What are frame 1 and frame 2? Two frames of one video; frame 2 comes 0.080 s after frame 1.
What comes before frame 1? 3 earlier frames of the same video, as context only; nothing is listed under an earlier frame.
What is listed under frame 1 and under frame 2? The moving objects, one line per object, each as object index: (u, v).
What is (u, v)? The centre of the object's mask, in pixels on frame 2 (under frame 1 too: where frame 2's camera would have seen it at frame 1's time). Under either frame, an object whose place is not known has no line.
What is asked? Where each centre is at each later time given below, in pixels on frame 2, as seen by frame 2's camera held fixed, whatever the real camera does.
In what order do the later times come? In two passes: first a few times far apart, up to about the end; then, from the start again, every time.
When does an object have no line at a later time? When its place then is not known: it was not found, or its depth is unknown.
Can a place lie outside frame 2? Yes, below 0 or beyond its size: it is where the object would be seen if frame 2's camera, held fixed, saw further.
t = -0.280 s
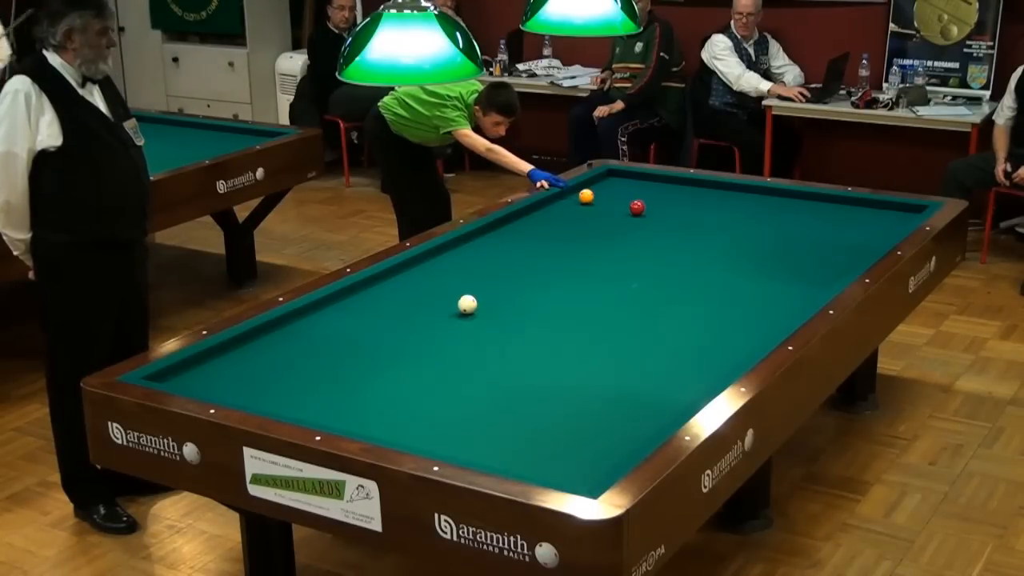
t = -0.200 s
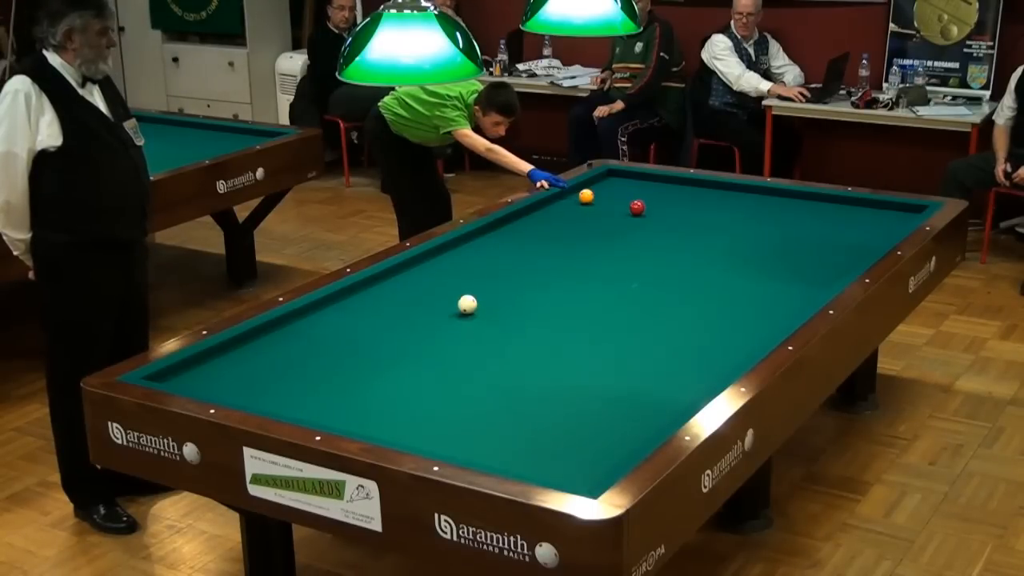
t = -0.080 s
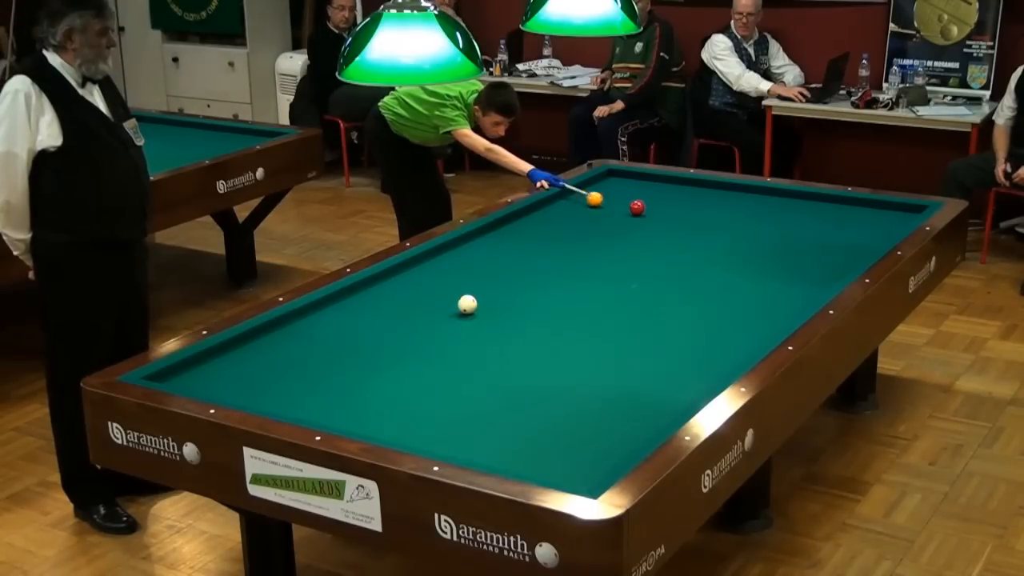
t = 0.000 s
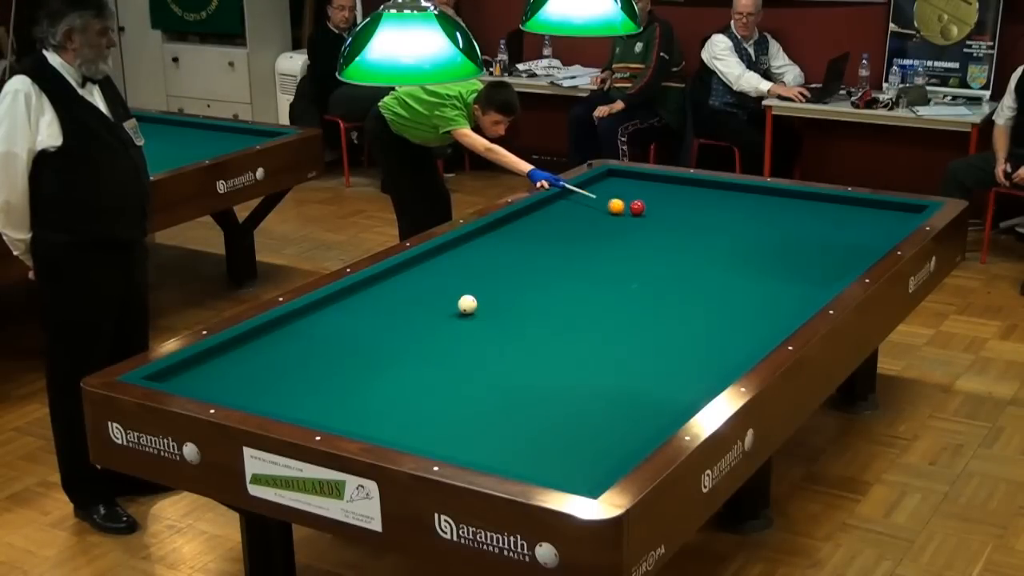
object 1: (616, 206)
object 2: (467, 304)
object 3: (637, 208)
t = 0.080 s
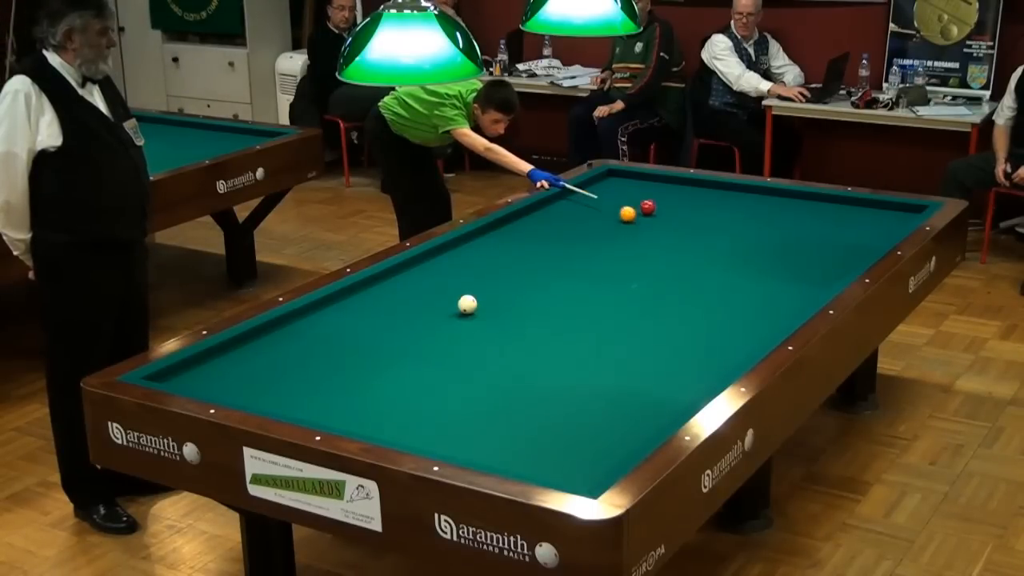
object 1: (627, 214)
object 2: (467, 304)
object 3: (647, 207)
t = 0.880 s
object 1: (761, 314)
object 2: (467, 304)
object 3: (750, 204)
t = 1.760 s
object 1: (527, 370)
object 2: (467, 304)
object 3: (850, 200)
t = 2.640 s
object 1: (288, 396)
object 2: (467, 304)
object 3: (902, 213)
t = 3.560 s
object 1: (276, 331)
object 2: (467, 304)
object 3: (882, 217)
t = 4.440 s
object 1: (407, 311)
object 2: (467, 304)
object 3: (854, 219)
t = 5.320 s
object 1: (467, 295)
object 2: (512, 303)
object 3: (835, 220)
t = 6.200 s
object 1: (491, 283)
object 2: (570, 302)
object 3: (825, 221)
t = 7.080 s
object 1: (508, 275)
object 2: (616, 301)
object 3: (822, 221)
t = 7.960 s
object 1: (517, 269)
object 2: (653, 301)
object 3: (822, 221)
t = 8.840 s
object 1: (522, 266)
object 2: (678, 301)
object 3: (822, 221)
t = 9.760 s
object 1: (523, 265)
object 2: (694, 301)
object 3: (822, 221)
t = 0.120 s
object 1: (632, 218)
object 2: (467, 304)
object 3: (654, 207)
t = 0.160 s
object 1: (638, 222)
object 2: (467, 304)
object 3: (660, 207)
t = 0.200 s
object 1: (643, 226)
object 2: (467, 304)
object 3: (665, 207)
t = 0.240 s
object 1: (649, 231)
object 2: (467, 304)
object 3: (670, 206)
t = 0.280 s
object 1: (655, 235)
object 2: (467, 304)
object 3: (675, 206)
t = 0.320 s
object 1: (661, 240)
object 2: (467, 304)
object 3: (680, 206)
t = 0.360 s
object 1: (667, 244)
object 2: (467, 304)
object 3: (685, 206)
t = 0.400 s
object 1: (673, 249)
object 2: (467, 304)
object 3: (690, 206)
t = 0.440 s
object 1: (679, 254)
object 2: (467, 304)
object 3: (695, 206)
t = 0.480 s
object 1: (686, 259)
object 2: (467, 304)
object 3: (700, 206)
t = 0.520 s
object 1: (693, 263)
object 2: (467, 304)
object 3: (705, 205)
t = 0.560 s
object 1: (700, 269)
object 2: (467, 304)
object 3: (710, 205)
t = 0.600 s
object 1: (707, 274)
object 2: (467, 304)
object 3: (715, 205)
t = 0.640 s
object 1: (714, 280)
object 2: (467, 304)
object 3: (720, 205)
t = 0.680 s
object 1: (721, 285)
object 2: (467, 304)
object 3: (725, 205)
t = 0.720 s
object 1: (729, 290)
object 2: (467, 304)
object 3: (730, 205)
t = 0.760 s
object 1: (737, 296)
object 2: (467, 304)
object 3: (735, 204)
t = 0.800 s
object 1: (745, 302)
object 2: (467, 304)
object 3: (740, 204)
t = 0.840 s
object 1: (753, 308)
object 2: (467, 304)
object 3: (745, 204)
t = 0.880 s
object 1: (761, 314)
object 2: (467, 304)
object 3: (750, 204)
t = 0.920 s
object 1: (769, 321)
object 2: (467, 304)
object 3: (755, 204)
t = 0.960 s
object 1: (774, 325)
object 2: (467, 304)
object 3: (759, 204)
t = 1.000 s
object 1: (760, 328)
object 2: (467, 304)
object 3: (764, 203)
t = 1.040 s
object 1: (746, 329)
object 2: (467, 304)
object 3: (769, 203)
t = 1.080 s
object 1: (732, 331)
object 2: (467, 304)
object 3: (773, 203)
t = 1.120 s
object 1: (720, 333)
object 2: (467, 304)
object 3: (778, 203)
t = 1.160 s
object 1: (708, 335)
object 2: (467, 304)
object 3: (783, 203)
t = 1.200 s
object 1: (696, 337)
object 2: (467, 304)
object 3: (787, 203)
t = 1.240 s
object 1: (685, 340)
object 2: (467, 304)
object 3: (792, 202)
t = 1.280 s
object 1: (673, 342)
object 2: (467, 304)
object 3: (797, 203)
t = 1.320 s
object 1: (661, 344)
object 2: (467, 304)
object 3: (801, 202)
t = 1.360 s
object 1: (649, 347)
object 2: (467, 304)
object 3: (806, 202)
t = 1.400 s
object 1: (637, 349)
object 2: (467, 304)
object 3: (810, 202)
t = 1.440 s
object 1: (626, 351)
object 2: (467, 304)
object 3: (815, 202)
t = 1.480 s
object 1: (613, 353)
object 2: (467, 304)
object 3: (819, 201)
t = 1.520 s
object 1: (602, 356)
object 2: (467, 304)
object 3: (824, 201)
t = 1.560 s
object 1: (589, 358)
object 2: (467, 304)
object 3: (828, 201)
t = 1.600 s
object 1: (577, 360)
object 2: (467, 304)
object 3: (832, 201)
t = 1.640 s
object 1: (565, 363)
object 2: (467, 304)
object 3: (837, 201)
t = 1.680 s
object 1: (552, 365)
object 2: (467, 304)
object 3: (841, 201)
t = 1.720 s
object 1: (540, 368)
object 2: (467, 304)
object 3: (846, 200)
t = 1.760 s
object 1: (527, 370)
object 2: (467, 304)
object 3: (850, 200)
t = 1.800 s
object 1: (514, 372)
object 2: (467, 304)
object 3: (854, 200)
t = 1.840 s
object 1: (502, 375)
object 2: (467, 304)
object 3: (856, 201)
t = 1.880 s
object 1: (489, 377)
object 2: (467, 304)
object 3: (859, 201)
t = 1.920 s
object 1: (476, 380)
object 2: (467, 304)
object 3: (861, 202)
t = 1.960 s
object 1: (463, 382)
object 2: (467, 304)
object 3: (863, 202)
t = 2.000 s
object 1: (450, 384)
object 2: (467, 304)
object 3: (866, 203)
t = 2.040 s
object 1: (437, 387)
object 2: (467, 304)
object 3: (868, 204)
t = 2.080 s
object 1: (424, 389)
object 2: (467, 304)
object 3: (870, 204)
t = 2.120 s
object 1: (411, 392)
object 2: (467, 304)
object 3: (873, 205)
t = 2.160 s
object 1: (398, 395)
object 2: (467, 304)
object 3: (875, 206)
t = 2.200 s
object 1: (385, 397)
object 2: (467, 304)
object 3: (877, 206)
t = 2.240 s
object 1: (371, 400)
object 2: (467, 304)
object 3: (880, 207)
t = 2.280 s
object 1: (358, 402)
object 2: (467, 304)
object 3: (882, 207)
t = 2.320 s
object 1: (344, 405)
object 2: (467, 304)
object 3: (884, 208)
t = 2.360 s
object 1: (331, 407)
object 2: (467, 304)
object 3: (886, 209)
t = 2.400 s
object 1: (317, 410)
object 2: (467, 304)
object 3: (888, 209)
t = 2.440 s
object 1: (303, 411)
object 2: (467, 304)
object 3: (891, 210)
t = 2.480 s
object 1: (295, 410)
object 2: (467, 304)
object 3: (893, 210)
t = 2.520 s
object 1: (294, 406)
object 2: (467, 304)
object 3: (895, 211)
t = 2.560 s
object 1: (293, 403)
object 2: (467, 304)
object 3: (897, 212)
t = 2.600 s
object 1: (290, 399)
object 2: (467, 304)
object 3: (900, 212)
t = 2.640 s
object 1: (288, 396)
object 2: (467, 304)
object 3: (902, 213)
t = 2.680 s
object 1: (286, 392)
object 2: (467, 304)
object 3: (904, 213)
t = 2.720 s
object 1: (284, 388)
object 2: (467, 304)
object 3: (906, 214)
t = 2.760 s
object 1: (282, 385)
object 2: (467, 304)
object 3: (908, 214)
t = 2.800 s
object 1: (280, 382)
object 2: (467, 304)
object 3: (910, 214)
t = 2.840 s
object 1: (278, 378)
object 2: (467, 304)
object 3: (910, 214)
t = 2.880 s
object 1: (276, 375)
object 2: (467, 304)
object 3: (908, 215)
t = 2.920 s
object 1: (274, 372)
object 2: (467, 304)
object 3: (907, 215)
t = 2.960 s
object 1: (272, 368)
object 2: (467, 304)
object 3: (905, 215)
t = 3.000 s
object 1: (270, 365)
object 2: (467, 304)
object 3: (904, 216)
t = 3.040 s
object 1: (268, 362)
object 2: (467, 304)
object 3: (903, 216)
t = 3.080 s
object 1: (266, 359)
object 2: (467, 304)
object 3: (901, 216)
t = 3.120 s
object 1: (265, 356)
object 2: (467, 304)
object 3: (899, 216)
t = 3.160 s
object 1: (263, 353)
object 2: (467, 304)
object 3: (897, 216)
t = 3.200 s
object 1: (261, 350)
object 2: (467, 304)
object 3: (896, 216)
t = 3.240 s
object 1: (259, 347)
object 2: (467, 304)
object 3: (894, 216)
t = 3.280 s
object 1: (258, 344)
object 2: (467, 304)
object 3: (892, 216)
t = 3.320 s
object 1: (256, 341)
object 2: (467, 304)
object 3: (891, 216)
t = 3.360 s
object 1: (254, 338)
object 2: (467, 304)
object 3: (889, 217)
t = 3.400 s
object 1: (253, 336)
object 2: (467, 304)
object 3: (888, 217)
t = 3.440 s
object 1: (256, 334)
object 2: (467, 304)
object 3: (886, 217)
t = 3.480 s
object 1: (263, 333)
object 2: (467, 304)
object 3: (885, 217)
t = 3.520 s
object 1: (270, 332)
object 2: (467, 304)
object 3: (883, 217)
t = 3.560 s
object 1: (276, 331)
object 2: (467, 304)
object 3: (882, 217)
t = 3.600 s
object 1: (283, 330)
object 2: (467, 304)
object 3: (880, 217)
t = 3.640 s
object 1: (289, 329)
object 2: (467, 304)
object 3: (879, 217)
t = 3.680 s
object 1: (295, 328)
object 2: (467, 304)
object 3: (877, 218)
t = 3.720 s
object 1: (302, 327)
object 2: (467, 304)
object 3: (876, 218)
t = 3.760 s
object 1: (308, 326)
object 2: (467, 304)
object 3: (875, 218)
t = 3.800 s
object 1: (314, 325)
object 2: (467, 304)
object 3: (873, 218)
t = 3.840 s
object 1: (320, 324)
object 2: (467, 304)
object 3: (872, 218)
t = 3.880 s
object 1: (326, 323)
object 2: (467, 304)
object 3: (871, 218)
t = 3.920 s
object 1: (332, 322)
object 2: (467, 304)
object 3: (870, 218)
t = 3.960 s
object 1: (338, 321)
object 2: (467, 304)
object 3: (868, 219)
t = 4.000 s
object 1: (344, 320)
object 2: (467, 304)
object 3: (867, 219)
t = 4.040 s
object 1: (350, 319)
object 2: (467, 304)
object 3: (865, 219)
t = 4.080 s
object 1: (356, 318)
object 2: (467, 304)
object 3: (864, 219)
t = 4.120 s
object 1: (362, 317)
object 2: (467, 304)
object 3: (863, 219)
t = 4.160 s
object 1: (368, 317)
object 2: (467, 304)
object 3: (862, 219)
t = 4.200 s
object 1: (373, 316)
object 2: (467, 304)
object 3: (861, 219)
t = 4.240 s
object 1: (379, 315)
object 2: (467, 304)
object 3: (860, 219)
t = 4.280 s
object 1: (384, 314)
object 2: (467, 304)
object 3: (859, 219)
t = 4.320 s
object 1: (390, 313)
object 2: (467, 304)
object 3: (858, 219)
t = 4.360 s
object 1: (395, 312)
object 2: (467, 304)
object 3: (856, 219)
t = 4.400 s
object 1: (401, 311)
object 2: (467, 304)
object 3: (855, 219)
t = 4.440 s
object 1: (407, 311)
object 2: (467, 304)
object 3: (854, 219)
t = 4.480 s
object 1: (412, 310)
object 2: (467, 304)
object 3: (853, 219)
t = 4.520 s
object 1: (417, 309)
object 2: (467, 304)
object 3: (852, 219)
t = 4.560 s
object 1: (423, 308)
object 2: (467, 304)
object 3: (851, 220)
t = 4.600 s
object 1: (428, 307)
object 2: (467, 304)
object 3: (850, 220)
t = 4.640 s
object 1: (433, 306)
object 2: (467, 304)
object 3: (850, 220)
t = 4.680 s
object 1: (438, 306)
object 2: (467, 304)
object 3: (849, 220)
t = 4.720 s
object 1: (444, 305)
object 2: (467, 304)
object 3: (848, 220)
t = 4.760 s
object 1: (448, 304)
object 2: (468, 304)
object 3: (847, 220)
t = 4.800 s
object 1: (449, 303)
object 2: (472, 304)
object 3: (846, 220)
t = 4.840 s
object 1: (450, 303)
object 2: (475, 304)
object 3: (845, 220)
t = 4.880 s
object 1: (452, 302)
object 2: (478, 304)
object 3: (844, 220)
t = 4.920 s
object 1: (453, 301)
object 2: (482, 304)
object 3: (843, 220)
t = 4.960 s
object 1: (455, 301)
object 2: (485, 304)
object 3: (842, 220)
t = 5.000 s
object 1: (456, 300)
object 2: (488, 304)
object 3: (842, 220)
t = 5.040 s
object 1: (458, 299)
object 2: (491, 303)
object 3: (841, 220)
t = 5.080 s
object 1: (459, 298)
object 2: (494, 303)
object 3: (840, 220)
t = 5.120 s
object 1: (460, 298)
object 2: (497, 303)
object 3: (839, 220)
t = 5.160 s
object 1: (462, 297)
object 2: (500, 303)
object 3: (838, 220)
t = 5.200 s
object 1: (463, 297)
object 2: (503, 303)
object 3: (838, 220)
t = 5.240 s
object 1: (464, 296)
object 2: (506, 303)
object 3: (837, 220)
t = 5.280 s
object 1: (466, 295)
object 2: (508, 303)
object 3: (836, 220)
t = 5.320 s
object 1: (467, 295)
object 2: (512, 303)
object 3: (835, 220)
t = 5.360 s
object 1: (468, 294)
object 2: (514, 303)
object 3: (835, 220)
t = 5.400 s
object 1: (469, 294)
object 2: (517, 303)
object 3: (834, 221)
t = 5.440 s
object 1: (471, 293)
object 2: (520, 303)
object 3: (833, 221)
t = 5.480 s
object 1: (472, 292)
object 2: (523, 303)
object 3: (833, 221)
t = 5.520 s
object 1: (473, 292)
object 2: (526, 303)
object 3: (832, 221)
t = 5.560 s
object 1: (474, 291)
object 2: (529, 302)
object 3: (832, 221)
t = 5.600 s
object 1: (476, 291)
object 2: (531, 302)
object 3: (831, 221)
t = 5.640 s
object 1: (477, 290)
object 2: (534, 302)
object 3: (830, 221)
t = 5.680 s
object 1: (478, 290)
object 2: (537, 302)
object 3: (830, 221)
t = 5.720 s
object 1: (479, 289)
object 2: (539, 302)
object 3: (830, 221)
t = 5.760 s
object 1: (480, 288)
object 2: (542, 302)
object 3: (829, 221)
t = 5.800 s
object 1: (481, 288)
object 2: (544, 302)
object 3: (828, 221)
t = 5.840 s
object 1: (482, 287)
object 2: (547, 302)
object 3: (828, 221)
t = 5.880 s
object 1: (483, 287)
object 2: (550, 302)
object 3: (828, 221)
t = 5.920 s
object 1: (484, 286)
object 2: (552, 302)
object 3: (827, 221)
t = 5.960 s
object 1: (485, 286)
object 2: (555, 302)
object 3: (827, 221)
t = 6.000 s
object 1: (486, 286)
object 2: (557, 302)
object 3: (827, 221)
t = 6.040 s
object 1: (487, 285)
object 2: (560, 302)
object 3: (826, 221)
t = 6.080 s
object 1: (488, 284)
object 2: (562, 302)
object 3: (826, 221)
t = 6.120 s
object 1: (489, 284)
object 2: (565, 302)
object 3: (825, 221)
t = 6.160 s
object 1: (490, 283)
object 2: (567, 302)
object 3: (825, 221)
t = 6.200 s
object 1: (491, 283)
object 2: (570, 302)
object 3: (825, 221)
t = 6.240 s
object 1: (491, 282)
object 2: (572, 302)
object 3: (825, 221)
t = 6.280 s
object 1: (492, 282)
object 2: (574, 301)
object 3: (824, 221)
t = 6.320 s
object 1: (493, 282)
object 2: (577, 301)
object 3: (824, 221)
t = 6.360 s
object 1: (494, 281)
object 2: (579, 302)
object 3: (824, 221)
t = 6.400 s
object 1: (495, 281)
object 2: (581, 301)
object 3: (824, 221)
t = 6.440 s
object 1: (496, 280)
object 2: (584, 301)
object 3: (823, 221)
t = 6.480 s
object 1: (497, 280)
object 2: (586, 301)
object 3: (823, 221)
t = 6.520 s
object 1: (498, 280)
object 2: (588, 301)
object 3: (823, 221)
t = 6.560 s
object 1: (498, 279)
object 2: (590, 301)
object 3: (823, 221)
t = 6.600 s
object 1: (499, 279)
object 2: (592, 301)
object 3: (823, 221)
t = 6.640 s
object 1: (500, 278)
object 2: (594, 301)
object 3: (823, 221)
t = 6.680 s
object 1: (500, 278)
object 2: (597, 301)
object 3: (823, 221)
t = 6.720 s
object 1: (501, 277)
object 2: (598, 302)
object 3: (823, 221)
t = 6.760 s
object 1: (502, 277)
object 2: (601, 301)
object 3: (823, 221)
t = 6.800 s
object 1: (502, 277)
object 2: (603, 301)
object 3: (822, 221)
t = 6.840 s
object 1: (503, 277)
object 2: (605, 301)
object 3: (822, 221)
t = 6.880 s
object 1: (504, 276)
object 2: (607, 301)
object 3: (822, 221)
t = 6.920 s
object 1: (505, 276)
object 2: (609, 301)
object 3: (822, 221)
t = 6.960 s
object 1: (505, 276)
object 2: (611, 301)
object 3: (822, 221)
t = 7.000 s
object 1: (506, 275)
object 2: (613, 301)
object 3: (822, 221)
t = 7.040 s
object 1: (507, 275)
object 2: (615, 301)
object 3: (822, 221)
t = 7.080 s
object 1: (508, 275)
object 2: (616, 301)
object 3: (822, 221)
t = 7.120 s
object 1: (508, 274)
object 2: (618, 301)
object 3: (822, 221)
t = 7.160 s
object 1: (509, 274)
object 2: (620, 301)
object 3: (822, 221)
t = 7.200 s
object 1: (509, 274)
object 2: (622, 301)
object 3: (822, 221)
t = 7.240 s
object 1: (510, 273)
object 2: (624, 301)
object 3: (822, 221)
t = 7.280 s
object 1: (510, 273)
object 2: (626, 301)
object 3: (822, 221)
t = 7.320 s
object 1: (511, 273)
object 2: (628, 301)
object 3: (822, 221)
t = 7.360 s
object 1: (511, 272)
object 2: (629, 301)
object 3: (822, 221)
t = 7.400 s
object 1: (512, 272)
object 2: (631, 301)
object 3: (822, 221)
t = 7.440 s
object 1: (512, 272)
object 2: (633, 301)
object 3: (822, 221)
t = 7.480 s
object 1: (513, 272)
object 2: (634, 301)
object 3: (822, 221)
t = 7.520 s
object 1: (513, 271)
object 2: (636, 301)
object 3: (822, 221)
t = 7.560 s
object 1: (514, 271)
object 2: (638, 301)
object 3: (822, 221)
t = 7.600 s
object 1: (514, 271)
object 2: (639, 301)
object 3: (822, 221)
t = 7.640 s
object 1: (515, 271)
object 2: (641, 301)
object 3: (822, 221)
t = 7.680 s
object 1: (515, 270)
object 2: (642, 301)
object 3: (822, 221)
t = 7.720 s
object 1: (515, 270)
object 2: (644, 301)
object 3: (822, 221)
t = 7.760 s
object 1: (516, 270)
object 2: (645, 301)
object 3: (822, 221)
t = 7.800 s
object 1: (516, 270)
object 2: (647, 301)
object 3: (822, 221)
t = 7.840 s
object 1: (517, 269)
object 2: (648, 301)
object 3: (822, 221)
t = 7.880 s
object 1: (517, 269)
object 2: (650, 301)
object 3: (822, 221)
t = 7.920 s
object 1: (517, 269)
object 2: (651, 301)
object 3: (822, 221)
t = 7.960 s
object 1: (517, 269)
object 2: (653, 301)
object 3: (822, 221)
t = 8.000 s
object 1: (518, 269)
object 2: (654, 301)
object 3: (822, 221)
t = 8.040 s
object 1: (518, 269)
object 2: (655, 301)
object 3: (822, 221)
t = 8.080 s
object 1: (518, 268)
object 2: (657, 301)
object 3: (822, 221)
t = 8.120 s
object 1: (519, 268)
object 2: (658, 301)
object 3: (822, 221)
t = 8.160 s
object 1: (519, 268)
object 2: (660, 301)
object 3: (822, 221)
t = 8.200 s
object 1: (519, 268)
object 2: (661, 301)
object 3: (822, 221)
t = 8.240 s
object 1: (519, 268)
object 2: (662, 301)
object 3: (822, 221)
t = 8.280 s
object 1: (520, 268)
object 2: (663, 301)
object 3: (822, 221)
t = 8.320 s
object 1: (520, 268)
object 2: (665, 301)
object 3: (822, 221)
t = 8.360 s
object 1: (520, 267)
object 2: (666, 301)
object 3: (822, 221)
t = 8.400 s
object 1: (520, 267)
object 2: (667, 301)
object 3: (822, 221)
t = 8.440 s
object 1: (521, 267)
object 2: (668, 301)
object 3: (822, 221)
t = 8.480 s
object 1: (521, 267)
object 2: (669, 301)
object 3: (822, 221)
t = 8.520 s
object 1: (521, 267)
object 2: (670, 301)
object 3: (822, 221)
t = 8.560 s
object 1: (521, 267)
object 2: (671, 301)
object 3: (822, 221)
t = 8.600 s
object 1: (521, 267)
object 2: (672, 301)
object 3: (822, 221)
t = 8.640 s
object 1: (522, 266)
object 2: (673, 301)
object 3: (822, 221)
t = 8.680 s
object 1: (522, 266)
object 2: (674, 301)
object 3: (822, 221)
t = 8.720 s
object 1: (522, 266)
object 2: (675, 301)
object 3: (822, 221)
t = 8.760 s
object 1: (522, 266)
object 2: (676, 301)
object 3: (822, 221)
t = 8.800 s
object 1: (522, 266)
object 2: (677, 301)
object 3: (822, 221)
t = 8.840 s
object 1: (522, 266)
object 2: (678, 301)
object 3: (822, 221)
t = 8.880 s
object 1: (523, 266)
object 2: (679, 301)
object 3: (822, 221)
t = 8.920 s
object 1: (523, 266)
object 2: (680, 301)
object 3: (822, 221)
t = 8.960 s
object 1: (523, 266)
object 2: (681, 301)
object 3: (822, 221)
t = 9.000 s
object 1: (523, 266)
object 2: (682, 301)
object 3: (822, 221)
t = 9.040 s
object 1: (523, 266)
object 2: (683, 301)
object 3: (822, 221)
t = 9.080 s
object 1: (523, 266)
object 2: (683, 301)
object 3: (822, 221)
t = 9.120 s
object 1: (523, 266)
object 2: (684, 301)
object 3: (822, 221)
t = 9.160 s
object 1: (523, 265)
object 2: (685, 301)
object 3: (822, 221)
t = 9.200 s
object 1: (523, 265)
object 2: (686, 301)
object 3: (822, 221)
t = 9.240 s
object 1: (523, 265)
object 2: (686, 301)
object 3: (822, 221)
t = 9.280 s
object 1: (523, 265)
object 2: (687, 301)
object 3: (822, 221)
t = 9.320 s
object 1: (523, 265)
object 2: (688, 301)
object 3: (822, 221)
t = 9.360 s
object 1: (524, 265)
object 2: (689, 301)
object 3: (822, 221)
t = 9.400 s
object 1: (523, 265)
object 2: (689, 301)
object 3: (822, 221)
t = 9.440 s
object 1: (524, 265)
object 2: (690, 301)
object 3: (822, 221)
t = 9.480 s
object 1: (524, 265)
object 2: (690, 301)
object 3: (822, 221)
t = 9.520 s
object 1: (524, 265)
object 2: (691, 301)
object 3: (822, 221)
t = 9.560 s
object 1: (523, 265)
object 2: (692, 301)
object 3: (822, 221)
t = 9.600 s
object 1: (523, 265)
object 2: (692, 302)
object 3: (822, 221)
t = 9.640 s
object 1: (523, 265)
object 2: (693, 302)
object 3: (822, 221)
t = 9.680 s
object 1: (523, 265)
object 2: (693, 301)
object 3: (822, 221)
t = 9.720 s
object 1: (523, 265)
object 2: (694, 302)
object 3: (822, 221)
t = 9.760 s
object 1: (523, 265)
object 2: (694, 301)
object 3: (822, 221)
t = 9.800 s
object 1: (523, 265)
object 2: (694, 301)
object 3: (822, 221)
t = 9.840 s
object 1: (524, 265)
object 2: (695, 301)
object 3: (822, 221)
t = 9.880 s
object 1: (523, 266)
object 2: (695, 301)
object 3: (822, 221)
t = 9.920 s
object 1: (523, 265)
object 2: (695, 301)
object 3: (822, 221)
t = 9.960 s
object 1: (523, 265)
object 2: (696, 301)
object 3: (822, 221)
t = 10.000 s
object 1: (523, 265)
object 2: (696, 301)
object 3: (822, 221)
